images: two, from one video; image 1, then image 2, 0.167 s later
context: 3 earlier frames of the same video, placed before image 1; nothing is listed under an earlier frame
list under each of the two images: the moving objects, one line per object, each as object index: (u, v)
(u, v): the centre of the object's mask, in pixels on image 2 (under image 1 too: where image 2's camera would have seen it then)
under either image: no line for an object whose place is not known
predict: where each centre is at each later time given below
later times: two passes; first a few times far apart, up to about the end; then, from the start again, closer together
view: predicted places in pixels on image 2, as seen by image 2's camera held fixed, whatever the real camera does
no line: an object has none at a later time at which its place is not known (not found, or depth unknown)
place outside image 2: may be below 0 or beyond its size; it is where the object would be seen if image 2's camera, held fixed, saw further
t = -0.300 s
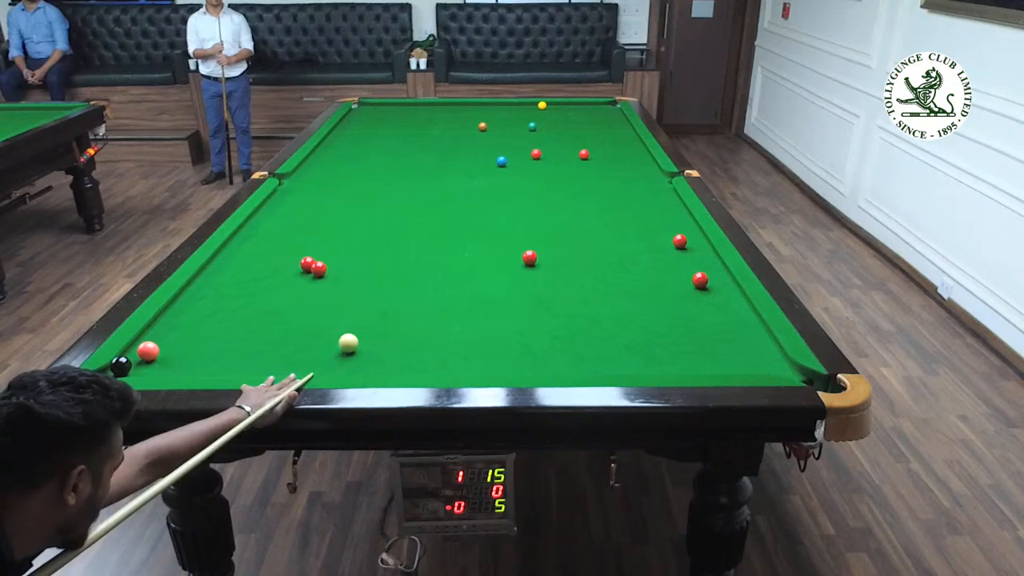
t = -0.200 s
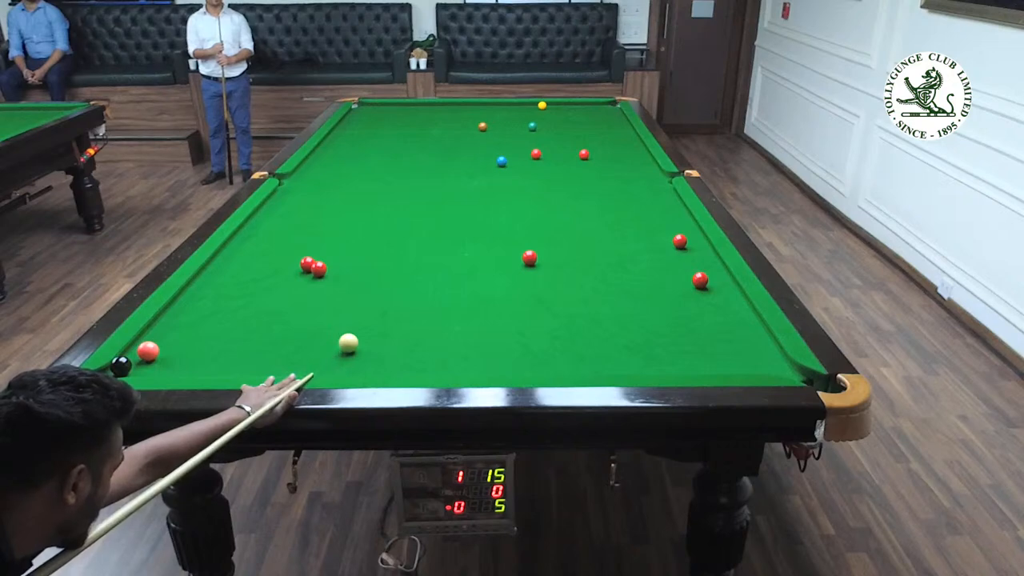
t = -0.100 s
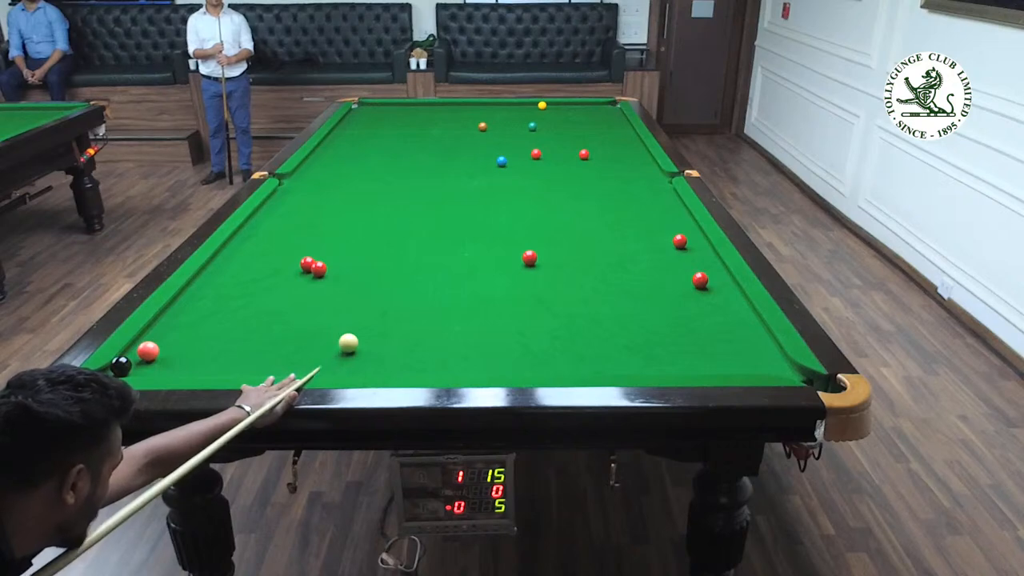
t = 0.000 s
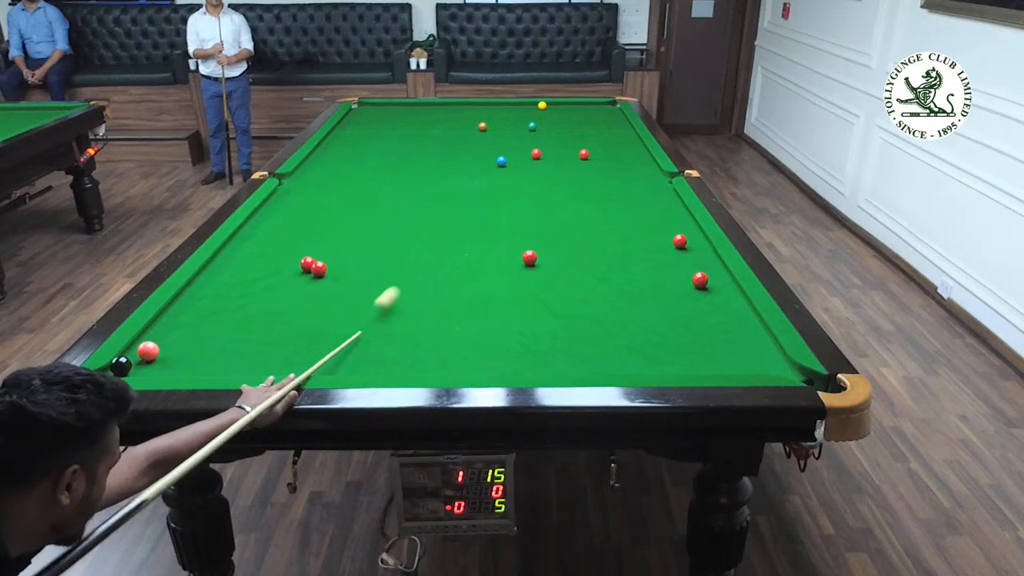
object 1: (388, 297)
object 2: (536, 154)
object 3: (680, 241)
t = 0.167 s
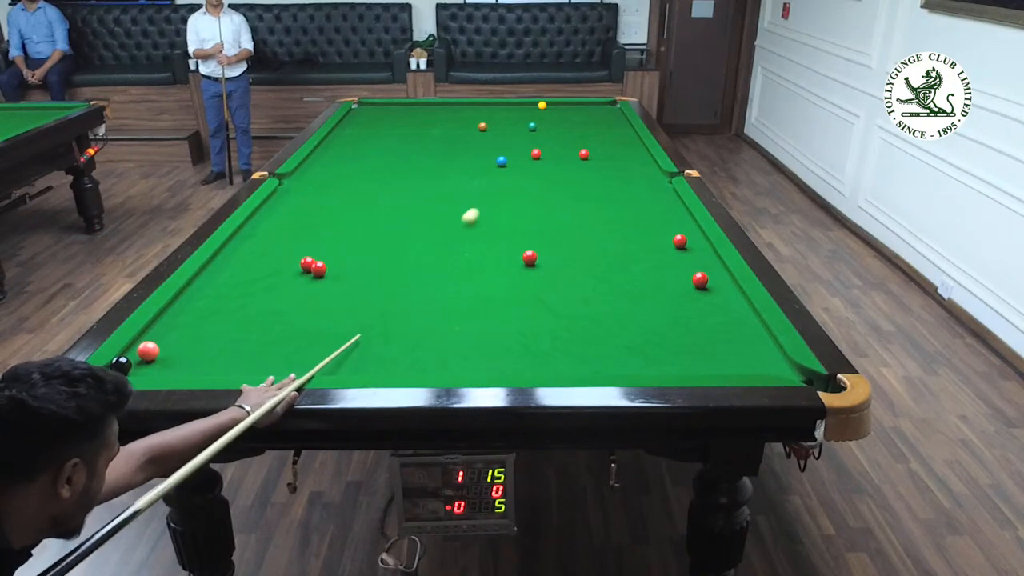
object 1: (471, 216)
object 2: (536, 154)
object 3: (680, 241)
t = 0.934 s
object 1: (473, 143)
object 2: (580, 105)
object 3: (680, 241)
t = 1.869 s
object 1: (403, 126)
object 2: (427, 151)
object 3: (680, 241)
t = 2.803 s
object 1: (352, 113)
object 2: (293, 217)
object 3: (680, 241)
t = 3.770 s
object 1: (378, 106)
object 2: (380, 316)
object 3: (680, 241)
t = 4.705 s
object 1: (396, 104)
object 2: (531, 324)
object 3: (680, 241)
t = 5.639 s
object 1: (400, 104)
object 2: (645, 266)
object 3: (680, 241)
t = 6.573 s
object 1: (400, 104)
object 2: (695, 244)
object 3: (679, 229)
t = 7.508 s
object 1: (400, 104)
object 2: (662, 241)
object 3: (678, 215)
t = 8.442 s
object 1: (400, 104)
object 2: (652, 240)
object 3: (678, 209)
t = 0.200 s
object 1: (482, 204)
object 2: (536, 154)
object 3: (680, 241)
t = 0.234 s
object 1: (493, 194)
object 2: (536, 154)
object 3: (680, 241)
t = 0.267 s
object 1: (502, 184)
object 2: (536, 154)
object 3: (680, 241)
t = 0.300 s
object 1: (511, 175)
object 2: (536, 154)
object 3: (680, 241)
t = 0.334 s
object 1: (520, 167)
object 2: (536, 154)
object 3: (680, 241)
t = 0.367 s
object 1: (527, 160)
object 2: (536, 154)
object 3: (680, 241)
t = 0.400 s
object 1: (529, 155)
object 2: (541, 151)
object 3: (680, 241)
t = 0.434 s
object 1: (524, 154)
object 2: (551, 146)
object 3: (680, 241)
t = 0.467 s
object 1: (520, 154)
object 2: (561, 141)
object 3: (680, 241)
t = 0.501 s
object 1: (516, 153)
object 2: (571, 136)
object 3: (680, 241)
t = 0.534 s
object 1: (512, 152)
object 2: (580, 132)
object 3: (680, 241)
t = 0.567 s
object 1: (508, 151)
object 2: (588, 128)
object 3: (680, 241)
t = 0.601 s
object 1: (505, 150)
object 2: (596, 124)
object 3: (680, 241)
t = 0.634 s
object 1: (502, 149)
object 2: (603, 120)
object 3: (680, 241)
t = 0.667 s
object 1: (498, 149)
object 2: (610, 117)
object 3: (680, 241)
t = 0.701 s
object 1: (495, 148)
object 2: (616, 114)
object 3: (680, 241)
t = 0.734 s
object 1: (492, 147)
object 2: (618, 111)
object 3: (680, 241)
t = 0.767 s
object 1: (489, 146)
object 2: (610, 109)
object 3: (680, 241)
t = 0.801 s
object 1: (486, 145)
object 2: (602, 107)
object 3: (680, 241)
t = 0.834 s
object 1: (482, 145)
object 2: (596, 105)
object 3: (680, 241)
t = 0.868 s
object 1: (479, 144)
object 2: (590, 103)
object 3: (680, 241)
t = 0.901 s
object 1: (476, 143)
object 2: (584, 103)
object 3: (680, 241)
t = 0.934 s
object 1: (473, 143)
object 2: (580, 105)
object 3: (680, 241)
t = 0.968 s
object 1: (470, 142)
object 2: (574, 106)
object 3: (680, 241)
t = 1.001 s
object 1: (467, 141)
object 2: (570, 108)
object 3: (680, 241)
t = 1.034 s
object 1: (465, 141)
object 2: (565, 109)
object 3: (680, 241)
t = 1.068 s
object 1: (462, 140)
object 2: (560, 111)
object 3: (680, 241)
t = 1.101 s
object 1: (459, 139)
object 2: (555, 113)
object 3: (680, 241)
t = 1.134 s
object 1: (456, 139)
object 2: (550, 114)
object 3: (680, 241)
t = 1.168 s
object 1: (454, 138)
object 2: (545, 116)
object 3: (680, 241)
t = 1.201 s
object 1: (451, 137)
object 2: (540, 117)
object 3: (680, 241)
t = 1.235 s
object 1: (448, 137)
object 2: (535, 118)
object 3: (680, 241)
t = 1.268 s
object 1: (446, 136)
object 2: (530, 119)
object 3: (680, 241)
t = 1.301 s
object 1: (443, 135)
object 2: (525, 122)
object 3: (680, 241)
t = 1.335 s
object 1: (440, 135)
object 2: (520, 123)
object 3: (680, 241)
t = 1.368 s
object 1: (438, 134)
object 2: (515, 125)
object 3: (680, 241)
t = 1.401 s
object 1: (435, 133)
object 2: (510, 127)
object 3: (680, 241)
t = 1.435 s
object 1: (433, 133)
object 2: (504, 128)
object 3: (680, 241)
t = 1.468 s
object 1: (430, 132)
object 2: (499, 130)
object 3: (680, 241)
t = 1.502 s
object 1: (428, 132)
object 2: (493, 131)
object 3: (680, 241)
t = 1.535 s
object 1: (426, 131)
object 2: (487, 133)
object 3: (680, 241)
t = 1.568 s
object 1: (423, 131)
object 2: (482, 135)
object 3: (680, 241)
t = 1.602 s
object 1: (421, 130)
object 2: (476, 137)
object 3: (680, 241)
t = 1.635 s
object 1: (419, 129)
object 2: (470, 138)
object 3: (680, 241)
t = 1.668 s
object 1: (416, 129)
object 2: (464, 140)
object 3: (680, 241)
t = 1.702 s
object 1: (414, 128)
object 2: (458, 142)
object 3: (680, 241)
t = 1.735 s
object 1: (412, 128)
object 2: (452, 143)
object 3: (680, 241)
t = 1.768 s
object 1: (410, 127)
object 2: (446, 145)
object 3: (680, 241)
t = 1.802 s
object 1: (408, 127)
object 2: (439, 147)
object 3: (680, 241)
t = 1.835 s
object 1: (405, 126)
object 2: (433, 149)
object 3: (680, 241)
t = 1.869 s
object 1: (403, 126)
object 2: (427, 151)
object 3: (680, 241)
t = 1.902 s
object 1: (401, 125)
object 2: (420, 153)
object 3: (680, 241)
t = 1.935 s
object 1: (399, 125)
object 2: (413, 155)
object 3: (680, 241)
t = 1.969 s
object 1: (397, 124)
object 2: (407, 157)
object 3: (680, 241)
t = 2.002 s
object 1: (395, 124)
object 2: (399, 159)
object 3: (680, 241)
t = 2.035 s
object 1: (393, 123)
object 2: (393, 161)
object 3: (680, 241)
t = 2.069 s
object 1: (391, 123)
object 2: (385, 163)
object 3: (680, 241)
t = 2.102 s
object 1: (389, 122)
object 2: (378, 165)
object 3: (680, 241)
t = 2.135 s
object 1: (387, 122)
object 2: (370, 168)
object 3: (680, 241)
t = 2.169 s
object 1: (385, 121)
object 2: (363, 170)
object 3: (680, 241)
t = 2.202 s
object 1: (383, 121)
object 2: (355, 172)
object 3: (680, 241)
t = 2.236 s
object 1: (381, 120)
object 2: (347, 174)
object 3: (680, 241)
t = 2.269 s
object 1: (379, 120)
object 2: (339, 177)
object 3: (680, 241)
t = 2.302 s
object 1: (377, 119)
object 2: (331, 179)
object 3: (680, 241)
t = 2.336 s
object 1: (375, 119)
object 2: (323, 182)
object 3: (680, 241)
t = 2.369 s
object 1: (374, 119)
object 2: (315, 184)
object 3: (680, 241)
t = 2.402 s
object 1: (372, 118)
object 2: (306, 187)
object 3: (680, 241)
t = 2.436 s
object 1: (370, 118)
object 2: (298, 189)
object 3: (680, 241)
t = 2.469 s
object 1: (368, 117)
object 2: (289, 192)
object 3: (680, 241)
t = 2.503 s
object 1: (367, 117)
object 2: (280, 195)
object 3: (680, 241)
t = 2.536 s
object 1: (365, 116)
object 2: (272, 197)
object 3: (680, 241)
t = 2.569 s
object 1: (363, 116)
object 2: (275, 200)
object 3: (680, 241)
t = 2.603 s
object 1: (362, 116)
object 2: (279, 202)
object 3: (680, 241)
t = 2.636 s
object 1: (360, 115)
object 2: (281, 205)
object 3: (680, 241)
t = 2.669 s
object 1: (358, 115)
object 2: (284, 207)
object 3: (680, 241)
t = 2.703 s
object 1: (357, 114)
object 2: (286, 209)
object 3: (680, 241)
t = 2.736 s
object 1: (355, 114)
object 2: (288, 212)
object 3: (680, 241)
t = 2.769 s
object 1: (354, 113)
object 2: (290, 214)
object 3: (680, 241)
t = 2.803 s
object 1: (352, 113)
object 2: (293, 217)
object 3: (680, 241)
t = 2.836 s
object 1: (351, 113)
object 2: (295, 220)
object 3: (680, 241)
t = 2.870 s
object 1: (350, 112)
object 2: (297, 222)
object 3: (680, 241)
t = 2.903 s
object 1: (351, 112)
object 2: (300, 225)
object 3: (680, 241)
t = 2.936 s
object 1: (352, 112)
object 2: (303, 228)
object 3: (680, 241)
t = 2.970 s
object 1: (354, 112)
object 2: (305, 231)
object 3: (680, 241)
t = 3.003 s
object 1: (355, 111)
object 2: (307, 234)
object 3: (680, 241)
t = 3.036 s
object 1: (356, 111)
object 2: (310, 236)
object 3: (680, 241)
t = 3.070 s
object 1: (357, 111)
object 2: (313, 239)
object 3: (680, 241)
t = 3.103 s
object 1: (358, 111)
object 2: (315, 242)
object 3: (680, 241)
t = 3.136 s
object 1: (359, 110)
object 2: (318, 245)
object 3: (680, 241)
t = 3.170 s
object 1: (360, 110)
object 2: (321, 248)
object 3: (680, 241)
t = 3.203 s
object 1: (362, 110)
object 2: (323, 251)
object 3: (680, 241)
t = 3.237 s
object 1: (363, 109)
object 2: (326, 255)
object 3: (680, 241)
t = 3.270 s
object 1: (364, 109)
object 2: (329, 258)
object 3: (680, 241)
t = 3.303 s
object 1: (365, 109)
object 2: (332, 261)
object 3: (680, 241)
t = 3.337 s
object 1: (366, 109)
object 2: (335, 265)
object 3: (680, 241)
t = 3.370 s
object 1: (367, 108)
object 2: (338, 268)
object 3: (680, 241)
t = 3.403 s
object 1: (368, 108)
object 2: (341, 272)
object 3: (680, 241)
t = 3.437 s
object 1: (369, 108)
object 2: (344, 276)
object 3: (680, 241)
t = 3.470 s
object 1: (370, 108)
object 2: (347, 279)
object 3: (680, 241)
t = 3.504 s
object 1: (371, 108)
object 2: (351, 283)
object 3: (680, 241)
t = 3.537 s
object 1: (372, 108)
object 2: (354, 287)
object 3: (680, 241)
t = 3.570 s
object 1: (373, 107)
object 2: (358, 291)
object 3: (680, 241)
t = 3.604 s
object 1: (374, 107)
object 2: (361, 295)
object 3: (680, 241)
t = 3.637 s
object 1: (375, 107)
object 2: (365, 299)
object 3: (680, 241)
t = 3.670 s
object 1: (376, 107)
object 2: (369, 303)
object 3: (680, 241)
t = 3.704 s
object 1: (376, 107)
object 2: (373, 307)
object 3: (680, 241)
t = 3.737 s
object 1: (378, 106)
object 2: (377, 311)
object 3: (680, 241)
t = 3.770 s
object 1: (378, 106)
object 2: (380, 316)
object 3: (680, 241)
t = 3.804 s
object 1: (379, 106)
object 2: (384, 320)
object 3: (680, 241)
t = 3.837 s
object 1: (380, 106)
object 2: (389, 324)
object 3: (680, 241)
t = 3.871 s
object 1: (381, 106)
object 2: (393, 329)
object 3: (680, 241)
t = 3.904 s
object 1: (382, 105)
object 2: (397, 334)
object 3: (680, 241)
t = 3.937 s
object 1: (383, 105)
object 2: (402, 338)
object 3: (680, 241)
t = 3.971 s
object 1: (383, 105)
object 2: (406, 343)
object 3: (680, 241)
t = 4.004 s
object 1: (384, 105)
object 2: (411, 348)
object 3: (680, 241)
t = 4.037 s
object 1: (385, 105)
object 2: (415, 354)
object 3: (680, 241)
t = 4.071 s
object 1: (386, 105)
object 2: (420, 359)
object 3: (680, 241)
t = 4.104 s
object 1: (387, 104)
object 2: (425, 363)
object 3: (680, 241)
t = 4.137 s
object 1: (387, 104)
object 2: (430, 367)
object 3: (680, 241)
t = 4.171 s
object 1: (388, 104)
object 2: (435, 369)
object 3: (680, 241)
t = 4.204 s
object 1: (389, 104)
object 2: (442, 368)
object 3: (680, 241)
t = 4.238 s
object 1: (390, 104)
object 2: (449, 365)
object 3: (680, 241)
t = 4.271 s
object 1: (390, 104)
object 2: (456, 363)
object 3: (680, 241)
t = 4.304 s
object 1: (391, 104)
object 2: (462, 360)
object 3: (680, 241)
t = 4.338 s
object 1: (392, 104)
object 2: (469, 357)
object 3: (680, 241)
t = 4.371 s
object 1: (392, 103)
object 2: (475, 353)
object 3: (680, 241)
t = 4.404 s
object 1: (393, 103)
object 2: (481, 350)
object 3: (680, 241)
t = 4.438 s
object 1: (394, 103)
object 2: (487, 347)
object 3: (680, 241)
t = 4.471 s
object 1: (394, 103)
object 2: (493, 344)
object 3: (680, 241)
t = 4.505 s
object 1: (394, 103)
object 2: (499, 341)
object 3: (680, 241)
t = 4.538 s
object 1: (394, 103)
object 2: (505, 338)
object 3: (680, 241)
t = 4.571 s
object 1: (395, 103)
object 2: (510, 335)
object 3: (680, 241)
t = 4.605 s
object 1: (395, 103)
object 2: (516, 332)
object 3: (680, 241)
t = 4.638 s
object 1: (395, 104)
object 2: (521, 330)
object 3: (680, 241)
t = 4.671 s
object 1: (396, 104)
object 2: (526, 327)
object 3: (680, 241)
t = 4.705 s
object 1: (396, 104)
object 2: (531, 324)
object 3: (680, 241)
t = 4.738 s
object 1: (396, 104)
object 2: (536, 322)
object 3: (680, 241)
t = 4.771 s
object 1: (396, 104)
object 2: (541, 319)
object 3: (680, 241)
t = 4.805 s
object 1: (397, 104)
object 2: (546, 316)
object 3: (680, 241)
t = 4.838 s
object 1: (397, 104)
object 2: (551, 314)
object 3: (680, 241)
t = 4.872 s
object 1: (397, 104)
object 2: (556, 312)
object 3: (680, 241)
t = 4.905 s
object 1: (397, 104)
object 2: (561, 309)
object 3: (680, 241)
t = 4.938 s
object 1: (397, 104)
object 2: (565, 307)
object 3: (680, 241)
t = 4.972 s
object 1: (397, 104)
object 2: (569, 304)
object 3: (680, 241)
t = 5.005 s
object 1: (398, 104)
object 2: (574, 302)
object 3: (680, 241)
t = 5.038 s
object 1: (398, 104)
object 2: (578, 300)
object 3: (680, 241)
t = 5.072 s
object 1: (398, 104)
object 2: (582, 298)
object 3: (680, 241)
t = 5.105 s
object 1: (398, 104)
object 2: (587, 295)
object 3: (680, 241)
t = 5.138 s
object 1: (399, 104)
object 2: (590, 293)
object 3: (680, 241)
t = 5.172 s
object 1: (399, 104)
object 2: (595, 291)
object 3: (680, 241)
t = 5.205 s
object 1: (399, 104)
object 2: (598, 289)
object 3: (680, 241)
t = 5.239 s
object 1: (399, 104)
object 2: (602, 287)
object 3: (680, 241)
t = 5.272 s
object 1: (399, 104)
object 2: (606, 285)
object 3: (680, 241)
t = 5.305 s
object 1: (399, 104)
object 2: (610, 283)
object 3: (680, 241)
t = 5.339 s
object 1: (399, 104)
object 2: (613, 281)
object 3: (680, 241)
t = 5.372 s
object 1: (399, 104)
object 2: (617, 280)
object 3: (680, 241)
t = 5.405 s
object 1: (400, 104)
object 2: (621, 278)
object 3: (680, 241)
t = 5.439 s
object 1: (400, 105)
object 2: (624, 276)
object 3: (680, 241)
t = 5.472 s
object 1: (400, 104)
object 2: (628, 274)
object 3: (680, 241)
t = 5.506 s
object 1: (400, 104)
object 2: (631, 272)
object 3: (680, 241)
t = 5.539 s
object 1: (400, 104)
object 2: (635, 271)
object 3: (680, 241)
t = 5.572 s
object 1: (400, 104)
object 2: (638, 269)
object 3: (680, 241)
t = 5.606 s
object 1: (400, 104)
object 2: (642, 267)
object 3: (680, 241)
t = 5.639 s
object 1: (400, 104)
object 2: (645, 266)
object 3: (680, 241)
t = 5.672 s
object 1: (400, 104)
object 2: (648, 264)
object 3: (680, 241)
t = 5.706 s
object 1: (400, 104)
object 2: (651, 263)
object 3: (680, 241)
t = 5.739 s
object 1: (400, 104)
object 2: (654, 261)
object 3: (680, 241)
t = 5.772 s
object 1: (400, 105)
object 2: (657, 260)
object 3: (680, 241)
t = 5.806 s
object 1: (400, 104)
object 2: (660, 258)
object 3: (680, 241)
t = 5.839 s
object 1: (400, 105)
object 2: (663, 256)
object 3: (680, 241)
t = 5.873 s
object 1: (400, 105)
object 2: (666, 255)
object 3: (680, 241)
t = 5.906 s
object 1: (400, 105)
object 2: (669, 254)
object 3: (680, 241)
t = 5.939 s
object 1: (400, 105)
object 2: (671, 252)
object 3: (680, 241)
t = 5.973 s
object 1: (400, 104)
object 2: (674, 251)
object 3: (680, 240)
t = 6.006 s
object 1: (400, 105)
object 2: (677, 249)
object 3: (680, 239)
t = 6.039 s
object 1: (400, 105)
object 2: (680, 248)
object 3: (680, 238)
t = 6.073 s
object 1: (400, 105)
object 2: (683, 247)
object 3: (679, 238)
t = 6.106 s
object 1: (400, 105)
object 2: (685, 247)
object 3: (678, 238)
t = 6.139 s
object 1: (400, 104)
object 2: (688, 246)
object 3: (679, 238)
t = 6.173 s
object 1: (400, 104)
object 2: (691, 246)
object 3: (679, 237)
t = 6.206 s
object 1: (400, 104)
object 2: (693, 246)
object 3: (679, 237)
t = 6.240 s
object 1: (400, 105)
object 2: (696, 246)
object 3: (679, 236)
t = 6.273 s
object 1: (400, 104)
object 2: (698, 246)
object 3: (679, 235)
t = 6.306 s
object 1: (400, 104)
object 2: (701, 245)
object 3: (679, 234)
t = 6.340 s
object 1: (400, 104)
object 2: (703, 245)
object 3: (679, 234)
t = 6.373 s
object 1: (400, 104)
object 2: (705, 245)
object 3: (679, 233)
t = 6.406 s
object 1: (400, 104)
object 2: (703, 245)
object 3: (679, 232)
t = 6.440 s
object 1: (400, 104)
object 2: (702, 245)
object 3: (679, 231)
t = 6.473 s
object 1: (400, 104)
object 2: (700, 244)
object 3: (679, 230)
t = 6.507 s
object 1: (400, 104)
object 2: (698, 244)
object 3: (679, 230)
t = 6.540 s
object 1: (400, 104)
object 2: (697, 244)
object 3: (679, 229)
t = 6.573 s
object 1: (400, 104)
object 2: (695, 244)
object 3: (679, 229)
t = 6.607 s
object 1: (400, 104)
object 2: (694, 244)
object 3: (679, 228)
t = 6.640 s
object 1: (400, 104)
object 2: (692, 244)
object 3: (679, 227)
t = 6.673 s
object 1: (400, 104)
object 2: (691, 244)
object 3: (679, 227)
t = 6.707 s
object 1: (400, 104)
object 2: (689, 244)
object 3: (679, 226)
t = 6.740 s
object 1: (400, 104)
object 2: (688, 243)
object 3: (679, 226)
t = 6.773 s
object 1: (400, 104)
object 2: (686, 243)
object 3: (679, 225)
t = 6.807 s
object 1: (400, 104)
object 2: (685, 243)
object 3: (679, 224)
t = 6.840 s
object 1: (400, 104)
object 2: (684, 243)
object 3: (679, 224)
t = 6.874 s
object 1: (400, 104)
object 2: (682, 243)
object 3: (679, 224)
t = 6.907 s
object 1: (400, 104)
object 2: (681, 243)
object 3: (679, 223)
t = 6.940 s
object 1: (400, 104)
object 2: (680, 243)
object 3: (679, 222)
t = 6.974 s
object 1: (400, 104)
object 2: (678, 243)
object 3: (679, 222)
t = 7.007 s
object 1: (400, 104)
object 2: (677, 243)
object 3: (679, 221)
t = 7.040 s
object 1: (400, 104)
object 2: (676, 242)
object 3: (679, 221)
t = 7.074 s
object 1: (400, 104)
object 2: (675, 242)
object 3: (679, 221)
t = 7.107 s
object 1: (400, 104)
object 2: (674, 242)
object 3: (679, 220)
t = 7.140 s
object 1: (400, 104)
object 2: (673, 242)
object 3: (679, 220)
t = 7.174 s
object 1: (400, 104)
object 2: (672, 242)
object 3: (679, 219)
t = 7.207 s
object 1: (400, 104)
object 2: (670, 242)
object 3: (679, 219)
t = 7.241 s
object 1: (400, 104)
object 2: (670, 242)
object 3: (679, 218)
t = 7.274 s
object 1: (400, 104)
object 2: (669, 242)
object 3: (679, 218)
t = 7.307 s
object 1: (400, 104)
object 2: (667, 242)
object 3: (679, 217)
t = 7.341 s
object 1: (400, 104)
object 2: (667, 242)
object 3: (678, 217)
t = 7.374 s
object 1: (400, 104)
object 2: (666, 242)
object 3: (678, 217)
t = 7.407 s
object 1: (400, 104)
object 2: (665, 242)
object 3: (678, 216)
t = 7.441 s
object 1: (400, 104)
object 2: (664, 241)
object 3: (678, 216)
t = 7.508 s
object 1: (400, 104)
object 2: (662, 241)
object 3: (678, 215)
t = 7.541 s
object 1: (400, 104)
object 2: (662, 241)
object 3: (678, 215)
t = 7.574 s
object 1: (400, 104)
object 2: (661, 241)
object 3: (678, 215)
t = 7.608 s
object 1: (400, 104)
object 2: (660, 241)
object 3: (678, 214)
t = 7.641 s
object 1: (400, 104)
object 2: (659, 241)
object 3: (678, 214)
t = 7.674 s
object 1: (400, 104)
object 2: (659, 241)
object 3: (678, 214)
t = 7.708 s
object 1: (400, 104)
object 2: (658, 241)
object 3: (678, 214)
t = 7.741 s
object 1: (400, 104)
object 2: (657, 241)
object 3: (678, 213)
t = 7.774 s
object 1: (400, 104)
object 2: (657, 241)
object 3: (678, 213)
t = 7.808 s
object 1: (400, 104)
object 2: (656, 241)
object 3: (678, 213)
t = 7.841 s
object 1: (400, 104)
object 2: (656, 241)
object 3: (678, 212)
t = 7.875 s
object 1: (400, 104)
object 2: (656, 241)
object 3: (678, 212)
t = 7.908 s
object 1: (400, 104)
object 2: (655, 241)
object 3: (678, 212)
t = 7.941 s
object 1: (400, 104)
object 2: (655, 240)
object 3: (678, 211)
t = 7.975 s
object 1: (400, 104)
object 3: (678, 211)
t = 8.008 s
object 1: (400, 104)
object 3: (678, 211)
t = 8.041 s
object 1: (400, 104)
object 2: (653, 239)
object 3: (678, 211)
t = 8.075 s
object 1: (400, 104)
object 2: (653, 240)
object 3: (678, 211)
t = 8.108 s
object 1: (400, 104)
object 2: (653, 241)
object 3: (678, 211)
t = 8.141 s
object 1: (400, 104)
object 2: (653, 241)
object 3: (678, 211)
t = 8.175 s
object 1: (400, 104)
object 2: (653, 241)
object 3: (678, 210)
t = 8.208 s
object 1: (400, 104)
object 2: (653, 241)
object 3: (678, 210)
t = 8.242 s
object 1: (400, 105)
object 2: (652, 241)
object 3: (678, 210)
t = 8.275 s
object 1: (400, 105)
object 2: (652, 240)
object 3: (678, 210)
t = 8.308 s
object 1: (400, 105)
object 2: (652, 240)
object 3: (678, 210)
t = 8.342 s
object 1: (400, 104)
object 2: (652, 240)
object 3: (678, 210)
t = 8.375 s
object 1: (400, 104)
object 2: (652, 240)
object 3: (678, 209)
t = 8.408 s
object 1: (400, 104)
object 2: (652, 240)
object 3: (678, 209)
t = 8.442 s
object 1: (400, 104)
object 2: (652, 240)
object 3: (678, 209)
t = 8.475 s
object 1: (400, 104)
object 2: (652, 240)
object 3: (678, 209)
